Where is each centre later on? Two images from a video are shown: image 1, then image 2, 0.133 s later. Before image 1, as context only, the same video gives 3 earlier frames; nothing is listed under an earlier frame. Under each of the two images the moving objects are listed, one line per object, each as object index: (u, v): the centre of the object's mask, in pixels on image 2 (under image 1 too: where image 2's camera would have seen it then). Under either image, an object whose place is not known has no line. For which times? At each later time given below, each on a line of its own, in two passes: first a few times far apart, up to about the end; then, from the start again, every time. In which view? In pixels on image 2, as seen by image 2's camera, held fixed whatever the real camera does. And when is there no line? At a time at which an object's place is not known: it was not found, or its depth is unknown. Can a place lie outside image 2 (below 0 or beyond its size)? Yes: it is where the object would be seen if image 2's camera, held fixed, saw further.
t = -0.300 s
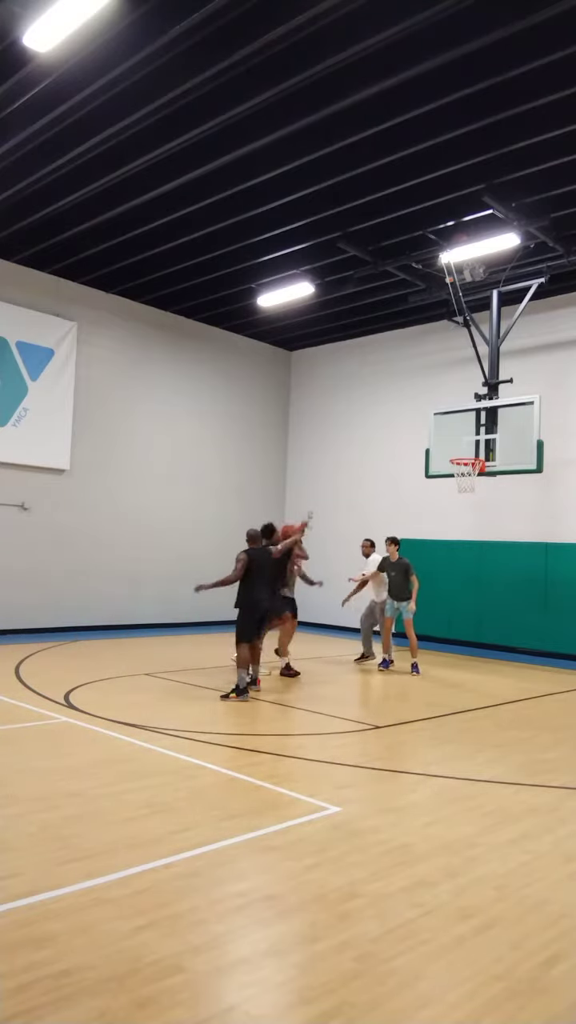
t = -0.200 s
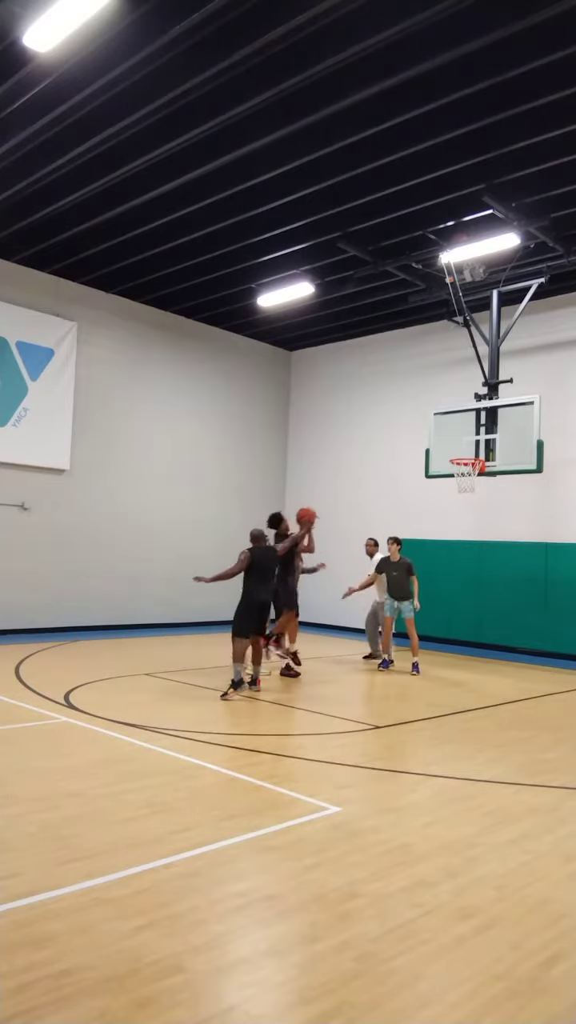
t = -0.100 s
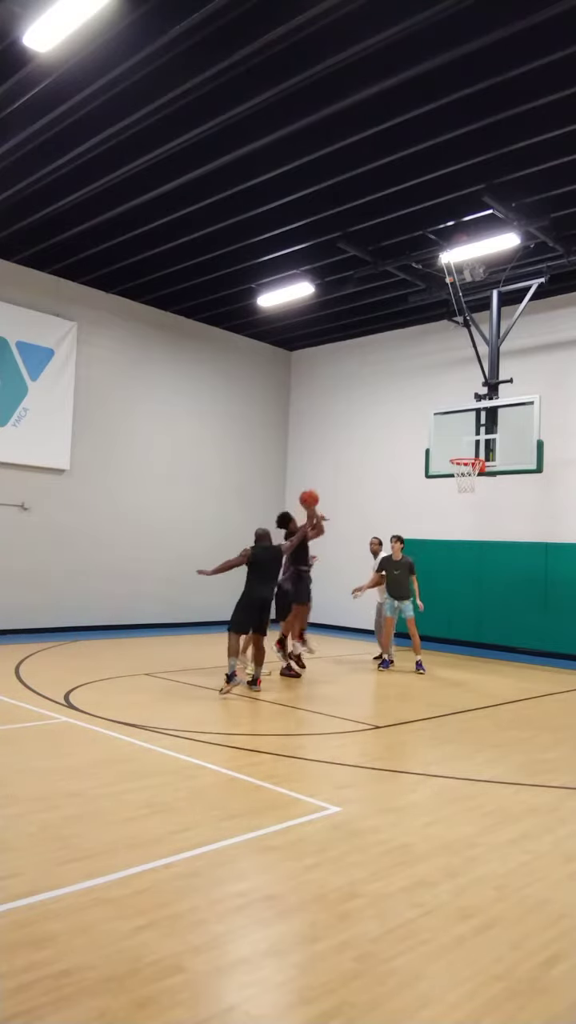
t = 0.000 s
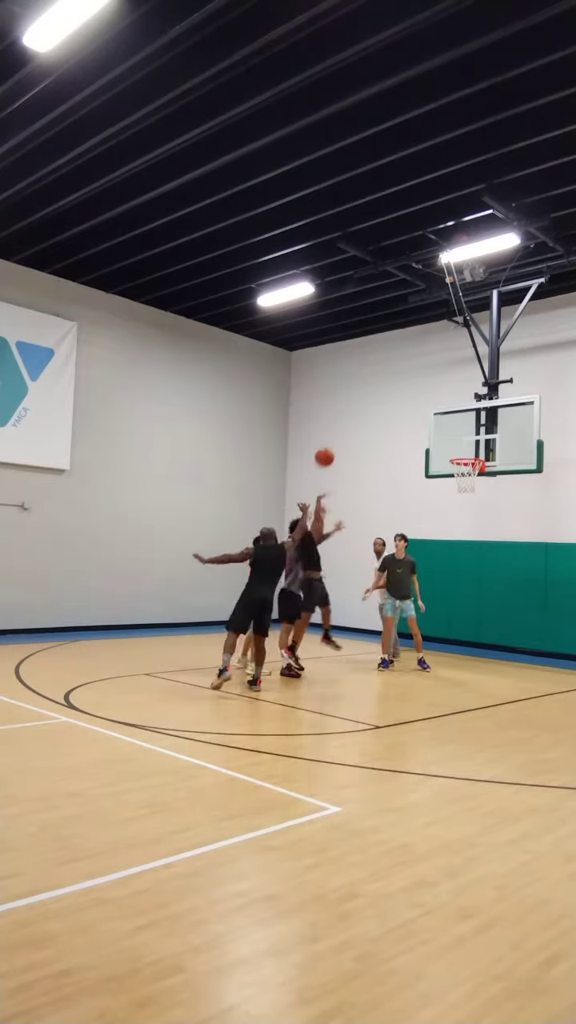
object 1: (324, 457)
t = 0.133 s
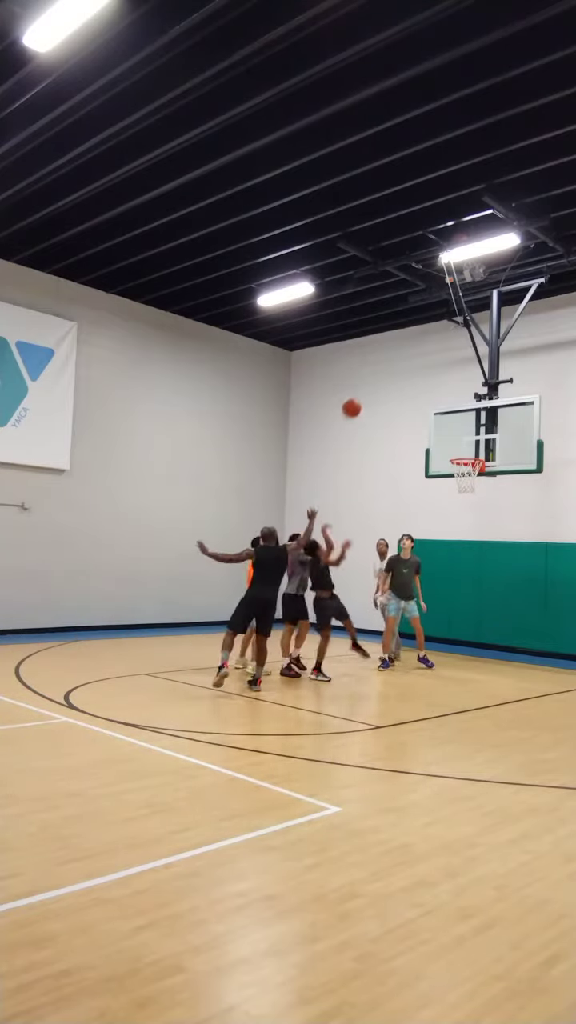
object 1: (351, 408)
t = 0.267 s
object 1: (376, 376)
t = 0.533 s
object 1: (419, 353)
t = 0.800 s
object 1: (455, 380)
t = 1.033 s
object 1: (482, 437)
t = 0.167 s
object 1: (358, 399)
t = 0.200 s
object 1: (364, 390)
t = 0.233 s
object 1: (370, 382)
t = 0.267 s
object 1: (376, 376)
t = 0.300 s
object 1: (382, 370)
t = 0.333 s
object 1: (387, 365)
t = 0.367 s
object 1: (393, 361)
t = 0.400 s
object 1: (398, 358)
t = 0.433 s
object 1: (404, 355)
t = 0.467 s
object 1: (409, 354)
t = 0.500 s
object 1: (414, 353)
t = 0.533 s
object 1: (419, 353)
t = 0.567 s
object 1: (424, 354)
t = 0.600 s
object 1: (429, 355)
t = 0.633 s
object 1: (433, 358)
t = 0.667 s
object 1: (438, 361)
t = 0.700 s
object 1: (442, 364)
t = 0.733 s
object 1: (447, 369)
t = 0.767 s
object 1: (451, 374)
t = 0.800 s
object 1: (455, 380)
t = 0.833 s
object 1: (460, 386)
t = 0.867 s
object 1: (463, 393)
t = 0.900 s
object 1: (468, 401)
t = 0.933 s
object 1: (472, 410)
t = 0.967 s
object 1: (476, 418)
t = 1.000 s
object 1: (480, 428)
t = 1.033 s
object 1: (482, 437)
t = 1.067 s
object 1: (480, 444)
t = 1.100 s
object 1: (478, 451)
